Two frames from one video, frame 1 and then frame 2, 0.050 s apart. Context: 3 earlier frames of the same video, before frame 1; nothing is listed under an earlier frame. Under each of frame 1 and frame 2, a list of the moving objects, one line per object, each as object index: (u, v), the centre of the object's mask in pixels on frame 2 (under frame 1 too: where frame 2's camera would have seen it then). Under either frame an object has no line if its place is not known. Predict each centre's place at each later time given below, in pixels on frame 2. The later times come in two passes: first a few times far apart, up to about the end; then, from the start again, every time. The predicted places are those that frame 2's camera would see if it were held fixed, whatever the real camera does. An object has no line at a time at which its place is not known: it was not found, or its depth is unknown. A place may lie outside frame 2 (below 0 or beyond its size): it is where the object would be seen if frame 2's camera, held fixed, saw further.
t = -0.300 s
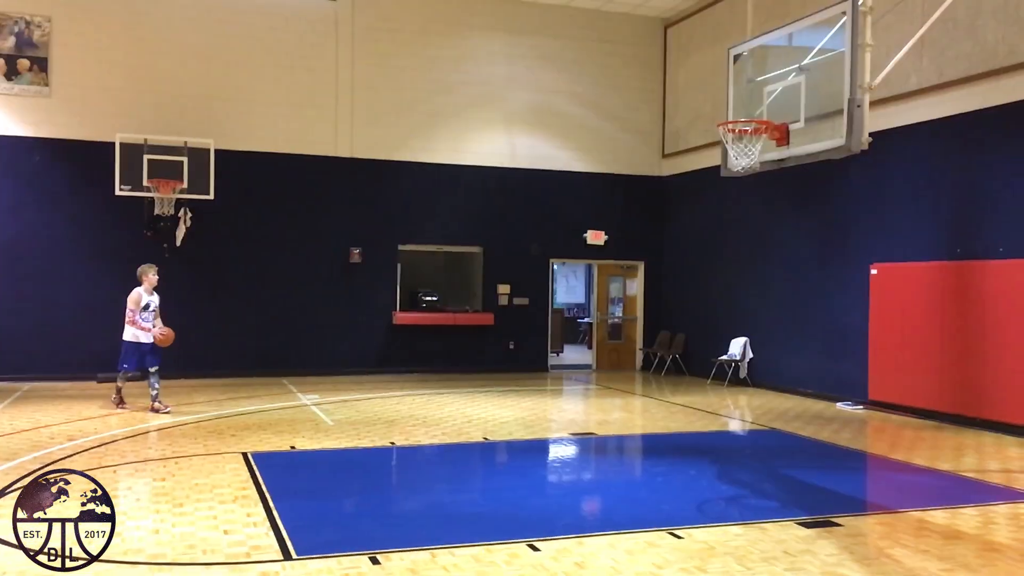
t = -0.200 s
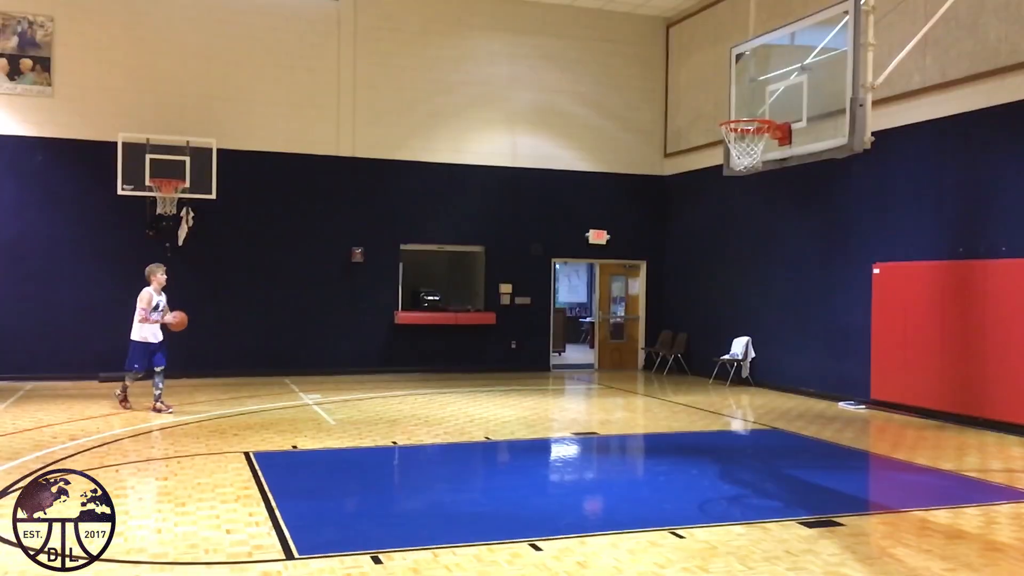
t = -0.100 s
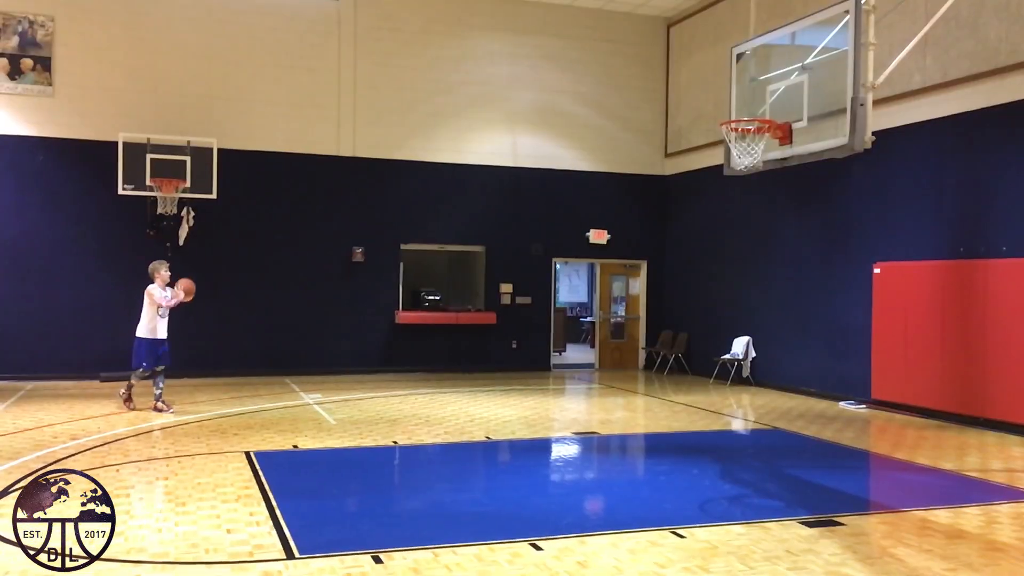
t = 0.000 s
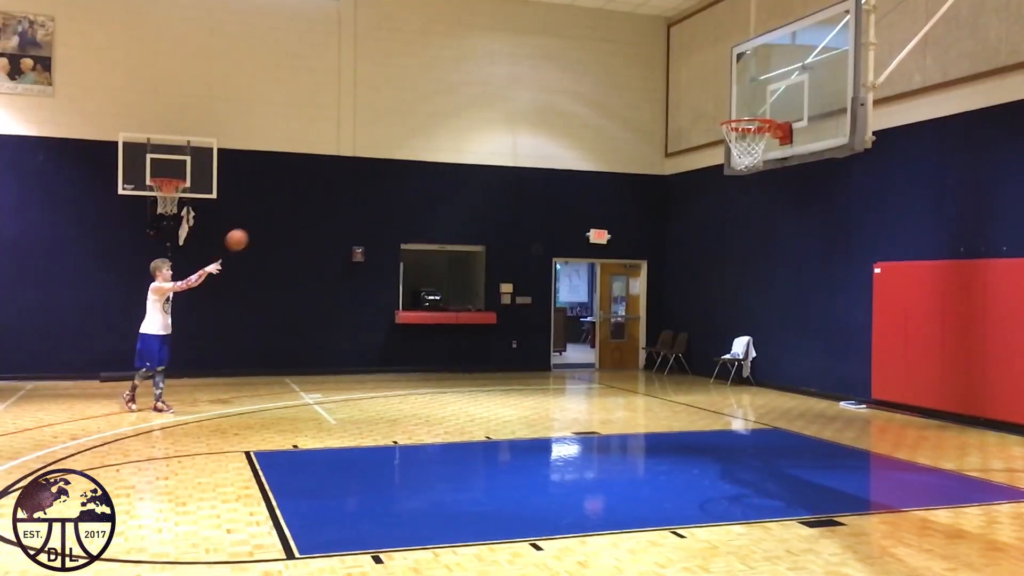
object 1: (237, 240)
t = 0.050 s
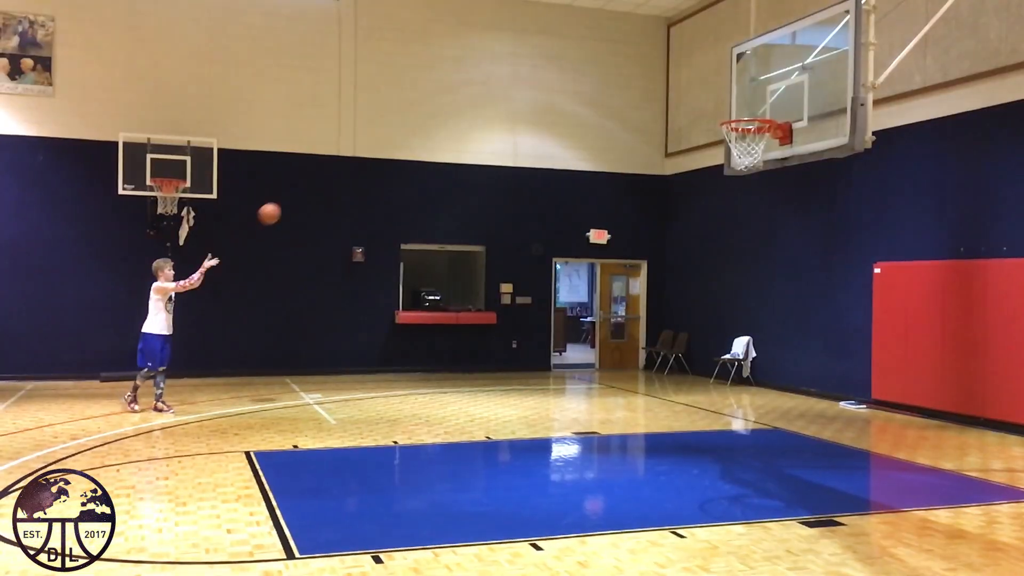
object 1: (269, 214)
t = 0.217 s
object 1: (377, 141)
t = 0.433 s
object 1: (516, 80)
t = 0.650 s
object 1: (655, 59)
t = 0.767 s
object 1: (725, 64)
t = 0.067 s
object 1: (280, 205)
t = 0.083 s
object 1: (291, 197)
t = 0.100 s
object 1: (302, 190)
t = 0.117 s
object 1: (312, 182)
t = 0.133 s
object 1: (323, 175)
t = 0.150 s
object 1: (334, 167)
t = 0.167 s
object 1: (344, 161)
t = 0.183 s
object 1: (356, 154)
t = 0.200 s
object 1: (367, 146)
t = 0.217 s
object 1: (377, 141)
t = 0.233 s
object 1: (388, 134)
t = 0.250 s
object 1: (398, 129)
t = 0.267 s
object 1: (410, 124)
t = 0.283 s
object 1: (420, 119)
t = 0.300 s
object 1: (430, 113)
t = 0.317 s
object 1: (441, 108)
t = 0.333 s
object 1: (452, 104)
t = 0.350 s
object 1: (463, 99)
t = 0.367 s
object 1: (473, 95)
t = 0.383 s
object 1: (484, 91)
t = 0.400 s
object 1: (494, 87)
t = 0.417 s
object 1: (505, 84)
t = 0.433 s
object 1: (516, 80)
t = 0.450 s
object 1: (527, 78)
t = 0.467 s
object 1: (537, 75)
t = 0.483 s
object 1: (547, 72)
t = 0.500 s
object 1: (559, 70)
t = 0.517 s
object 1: (570, 68)
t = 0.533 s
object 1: (581, 66)
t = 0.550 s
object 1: (592, 64)
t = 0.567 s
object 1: (602, 63)
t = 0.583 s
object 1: (612, 61)
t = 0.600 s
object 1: (623, 60)
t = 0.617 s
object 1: (634, 59)
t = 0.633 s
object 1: (644, 59)
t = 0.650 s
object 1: (655, 59)
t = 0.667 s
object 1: (665, 59)
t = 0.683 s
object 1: (676, 60)
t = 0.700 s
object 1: (686, 61)
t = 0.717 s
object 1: (697, 61)
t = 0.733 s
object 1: (707, 62)
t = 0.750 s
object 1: (718, 62)
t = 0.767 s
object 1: (725, 64)
